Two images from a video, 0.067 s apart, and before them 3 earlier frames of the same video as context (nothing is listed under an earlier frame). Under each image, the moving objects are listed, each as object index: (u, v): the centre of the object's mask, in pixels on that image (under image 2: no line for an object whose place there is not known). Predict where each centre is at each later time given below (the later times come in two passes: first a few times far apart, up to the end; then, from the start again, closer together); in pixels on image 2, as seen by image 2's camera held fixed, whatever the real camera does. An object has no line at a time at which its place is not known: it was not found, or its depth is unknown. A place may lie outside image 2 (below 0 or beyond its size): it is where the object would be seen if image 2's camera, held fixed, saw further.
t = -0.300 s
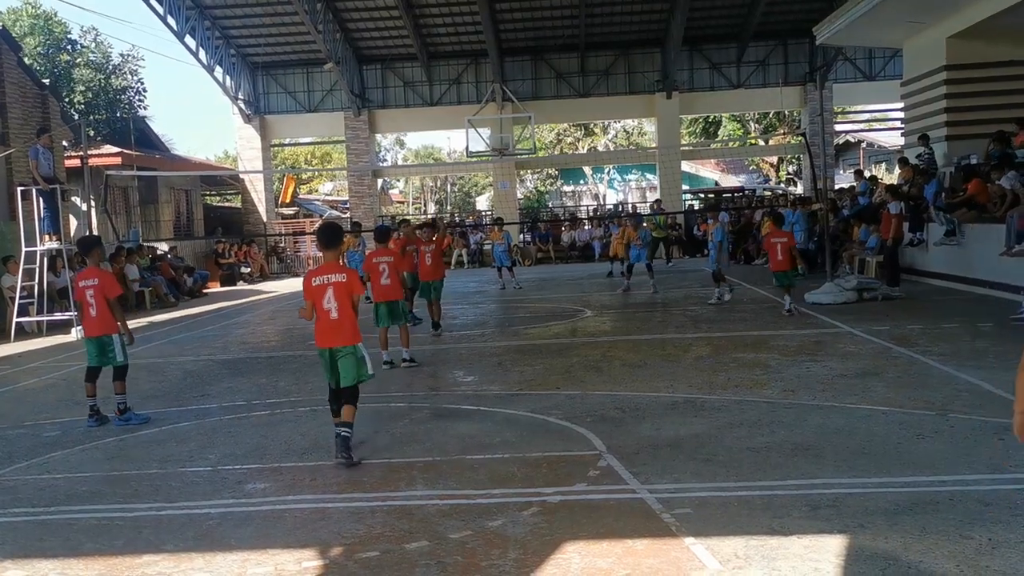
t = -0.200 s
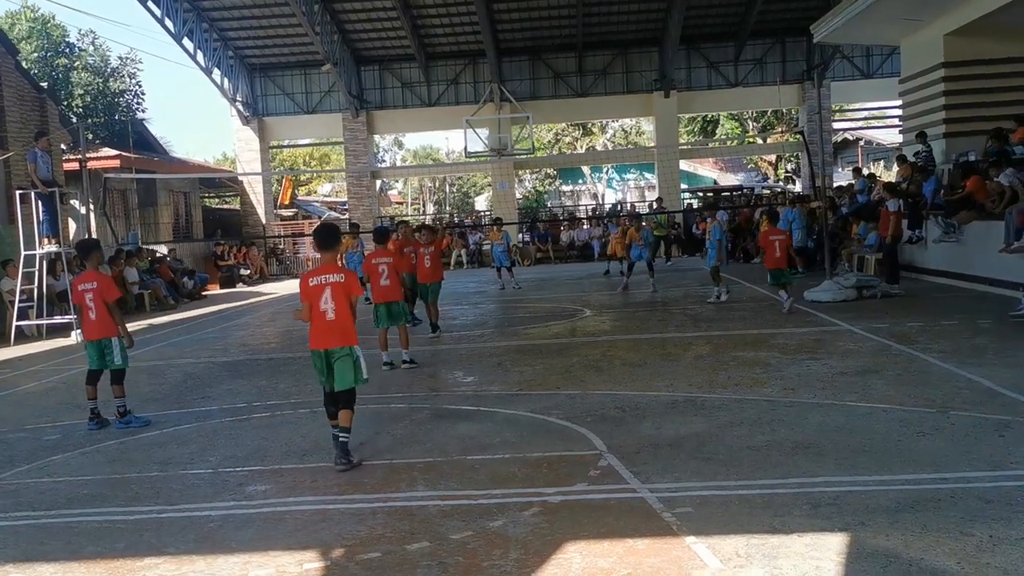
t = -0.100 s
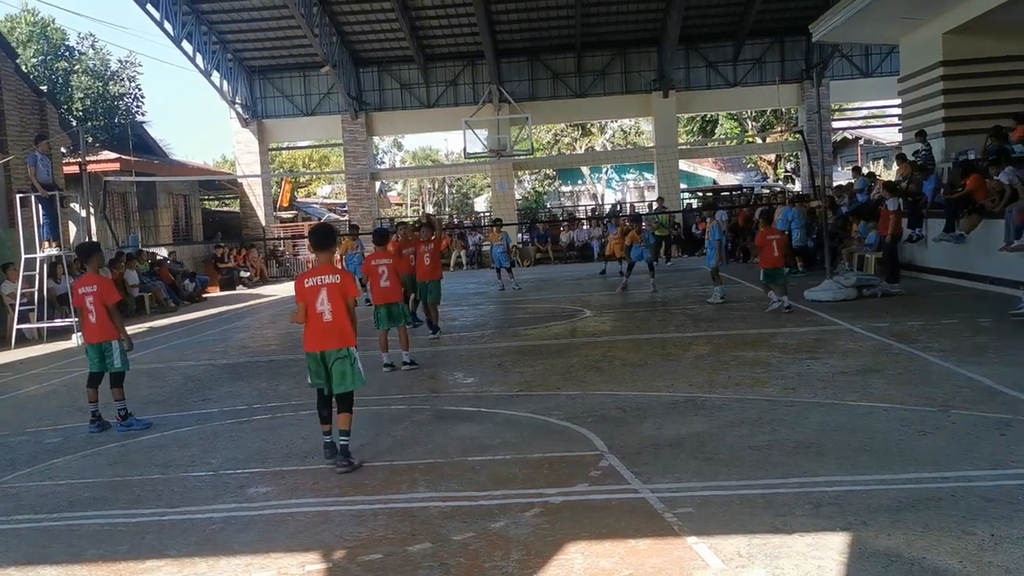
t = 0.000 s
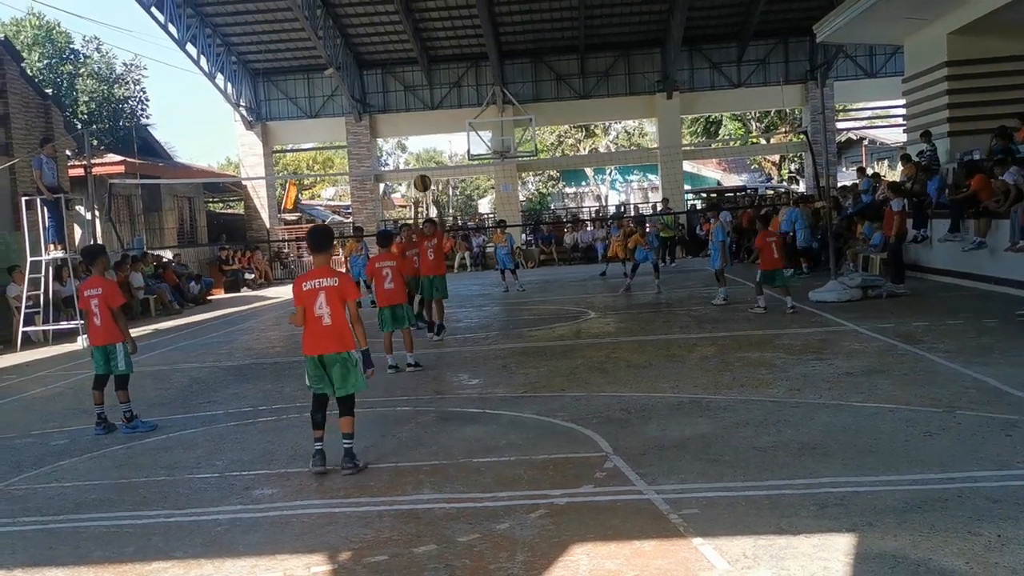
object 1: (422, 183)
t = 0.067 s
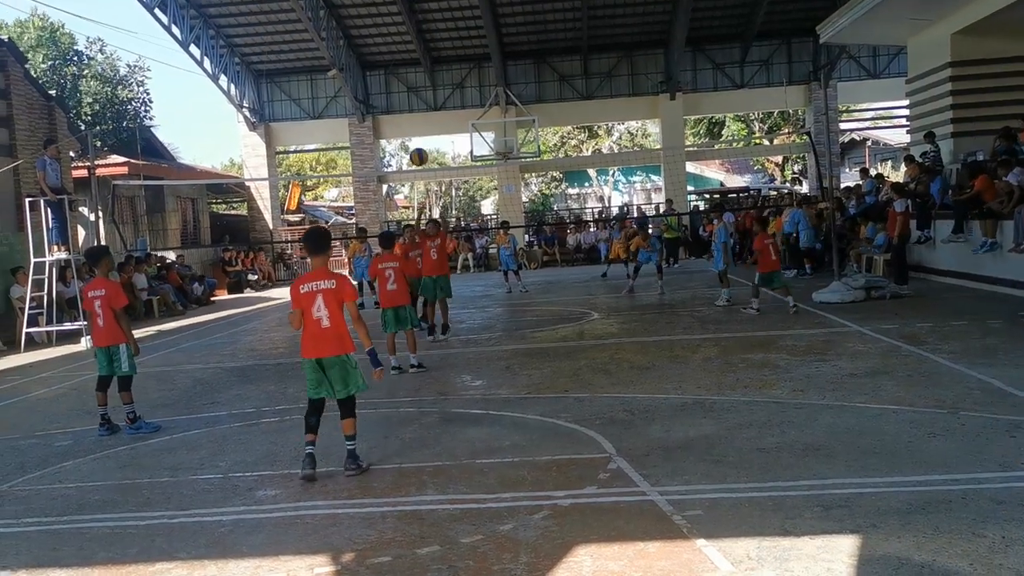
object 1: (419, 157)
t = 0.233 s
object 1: (399, 99)
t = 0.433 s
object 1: (373, 54)
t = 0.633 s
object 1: (348, 46)
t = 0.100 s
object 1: (415, 144)
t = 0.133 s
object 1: (411, 132)
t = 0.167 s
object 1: (407, 120)
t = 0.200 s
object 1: (403, 110)
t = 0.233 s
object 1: (399, 99)
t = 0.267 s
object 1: (395, 90)
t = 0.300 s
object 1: (391, 82)
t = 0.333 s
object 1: (387, 72)
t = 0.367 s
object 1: (382, 65)
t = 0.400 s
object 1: (378, 59)
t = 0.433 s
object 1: (373, 54)
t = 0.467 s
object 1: (369, 49)
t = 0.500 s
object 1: (365, 46)
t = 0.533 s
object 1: (361, 44)
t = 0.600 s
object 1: (353, 43)
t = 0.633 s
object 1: (348, 46)
